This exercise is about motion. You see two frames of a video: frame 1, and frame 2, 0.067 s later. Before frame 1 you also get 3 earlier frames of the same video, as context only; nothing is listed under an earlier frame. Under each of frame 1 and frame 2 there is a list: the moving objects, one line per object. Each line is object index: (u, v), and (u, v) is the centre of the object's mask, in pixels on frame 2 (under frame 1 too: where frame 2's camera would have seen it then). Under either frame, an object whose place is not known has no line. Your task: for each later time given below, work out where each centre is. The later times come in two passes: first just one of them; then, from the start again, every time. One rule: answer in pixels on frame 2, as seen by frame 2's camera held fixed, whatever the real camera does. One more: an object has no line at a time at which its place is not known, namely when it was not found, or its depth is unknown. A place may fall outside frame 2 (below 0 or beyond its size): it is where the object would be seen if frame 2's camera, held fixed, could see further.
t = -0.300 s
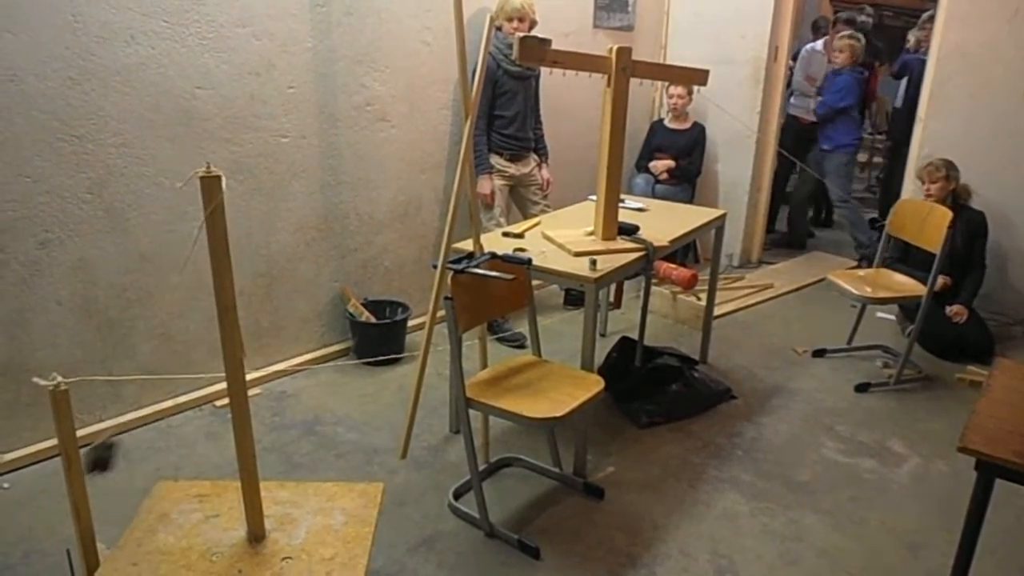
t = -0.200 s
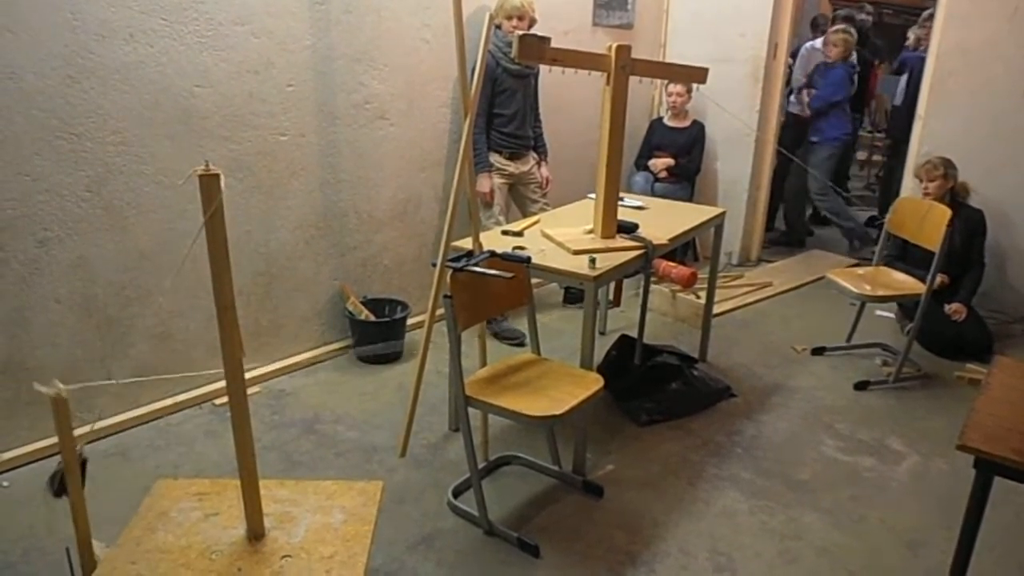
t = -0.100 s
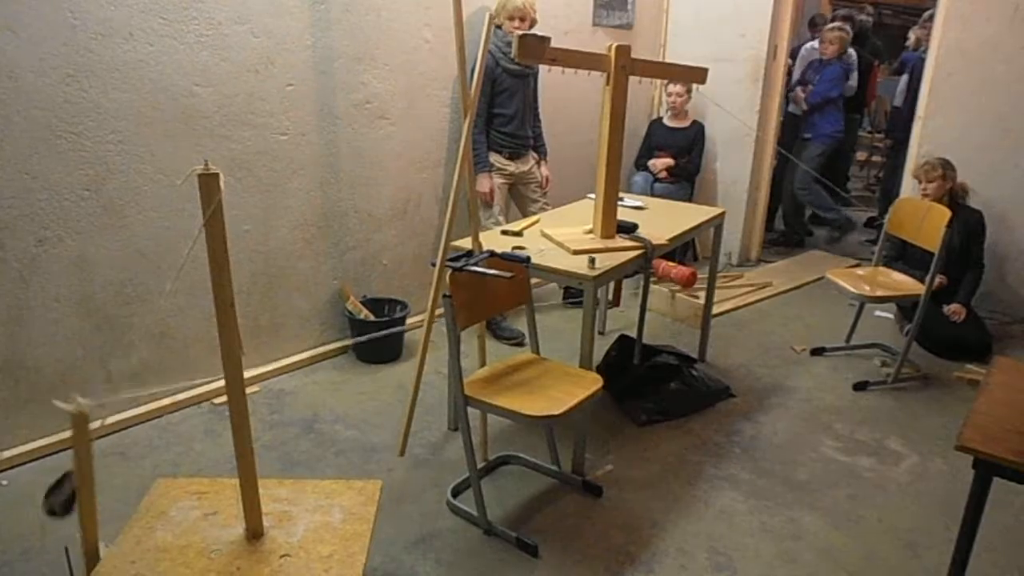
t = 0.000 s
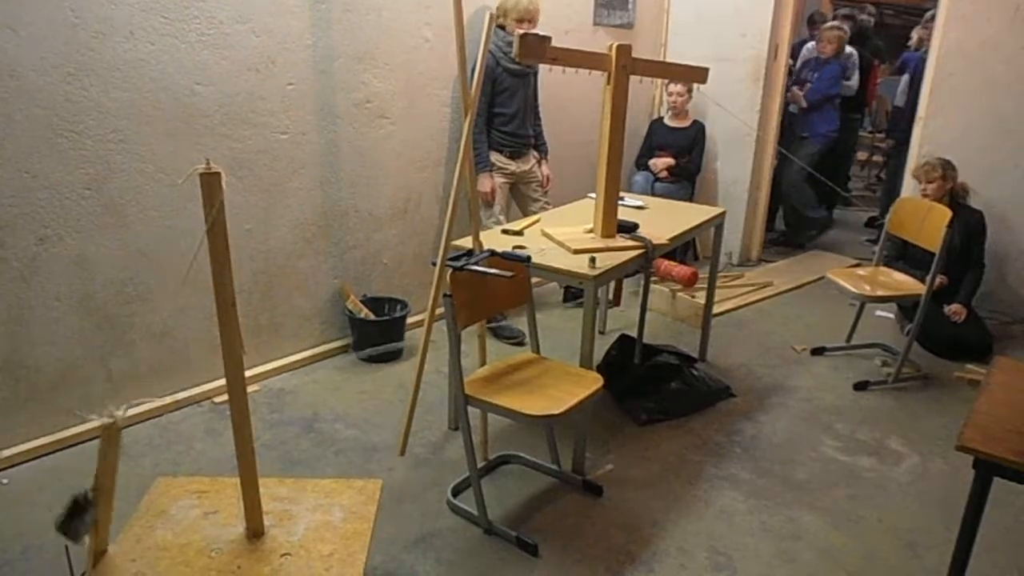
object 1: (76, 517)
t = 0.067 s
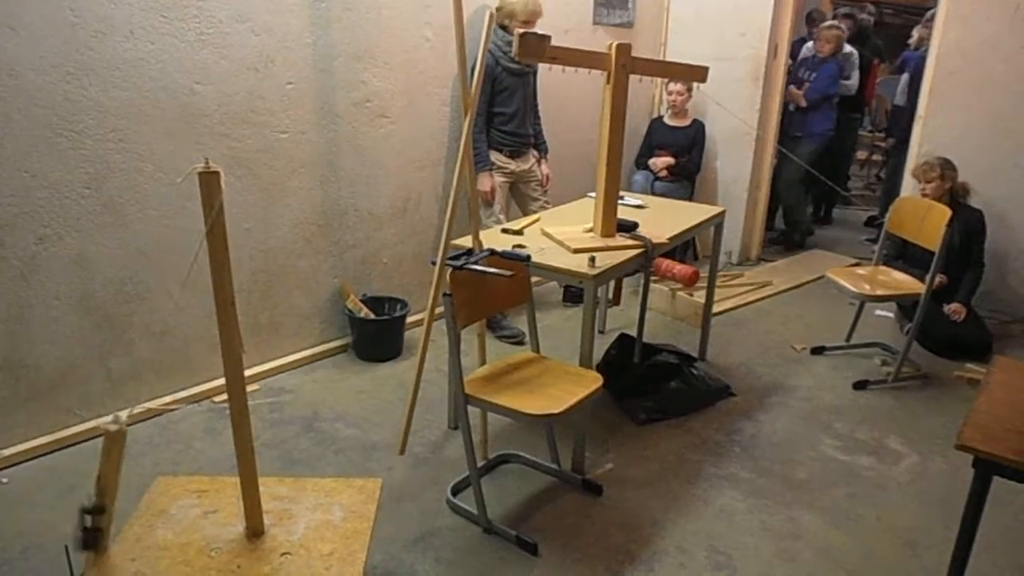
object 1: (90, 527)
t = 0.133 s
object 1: (114, 532)
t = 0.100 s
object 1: (103, 530)
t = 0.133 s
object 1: (114, 532)
